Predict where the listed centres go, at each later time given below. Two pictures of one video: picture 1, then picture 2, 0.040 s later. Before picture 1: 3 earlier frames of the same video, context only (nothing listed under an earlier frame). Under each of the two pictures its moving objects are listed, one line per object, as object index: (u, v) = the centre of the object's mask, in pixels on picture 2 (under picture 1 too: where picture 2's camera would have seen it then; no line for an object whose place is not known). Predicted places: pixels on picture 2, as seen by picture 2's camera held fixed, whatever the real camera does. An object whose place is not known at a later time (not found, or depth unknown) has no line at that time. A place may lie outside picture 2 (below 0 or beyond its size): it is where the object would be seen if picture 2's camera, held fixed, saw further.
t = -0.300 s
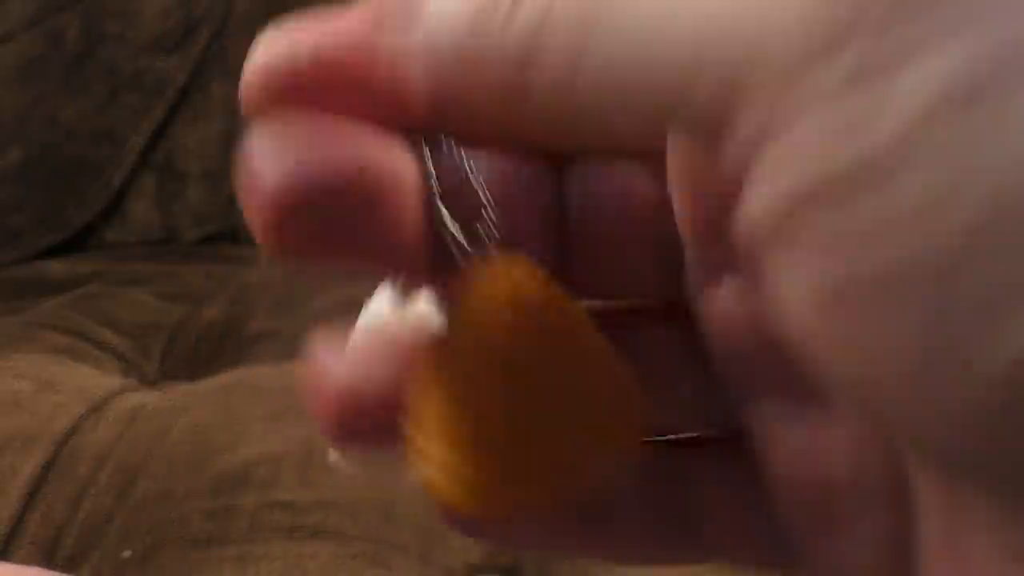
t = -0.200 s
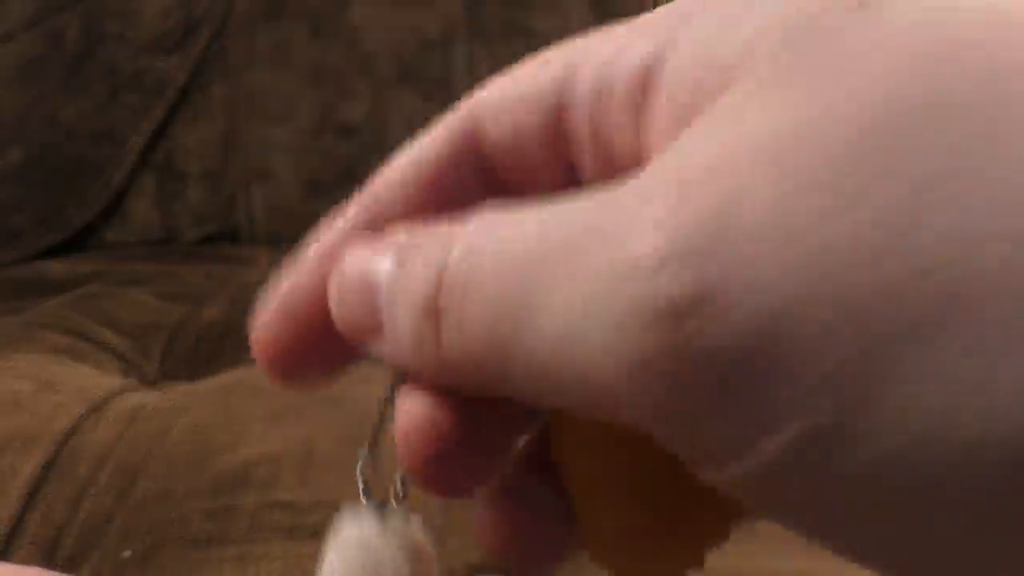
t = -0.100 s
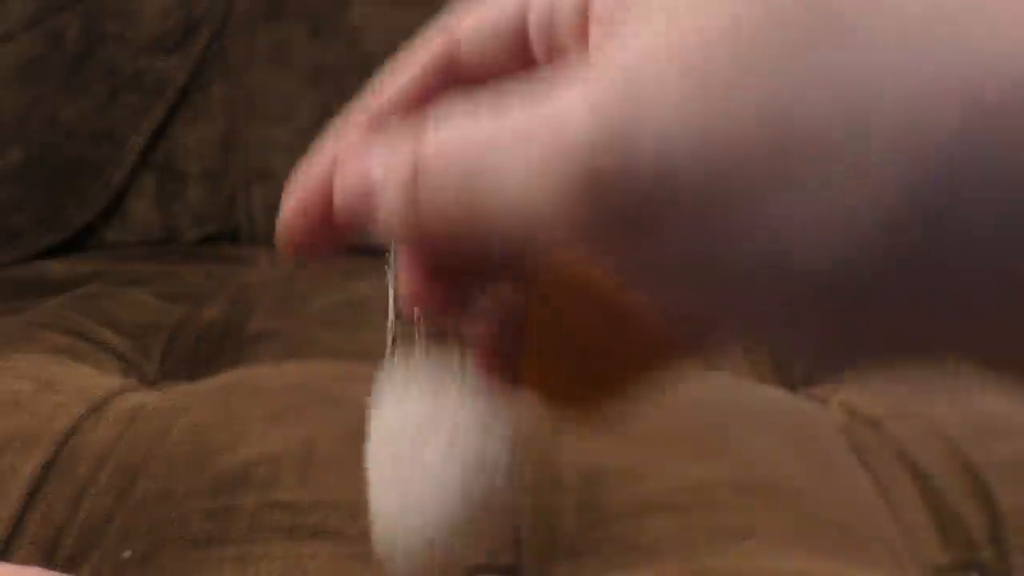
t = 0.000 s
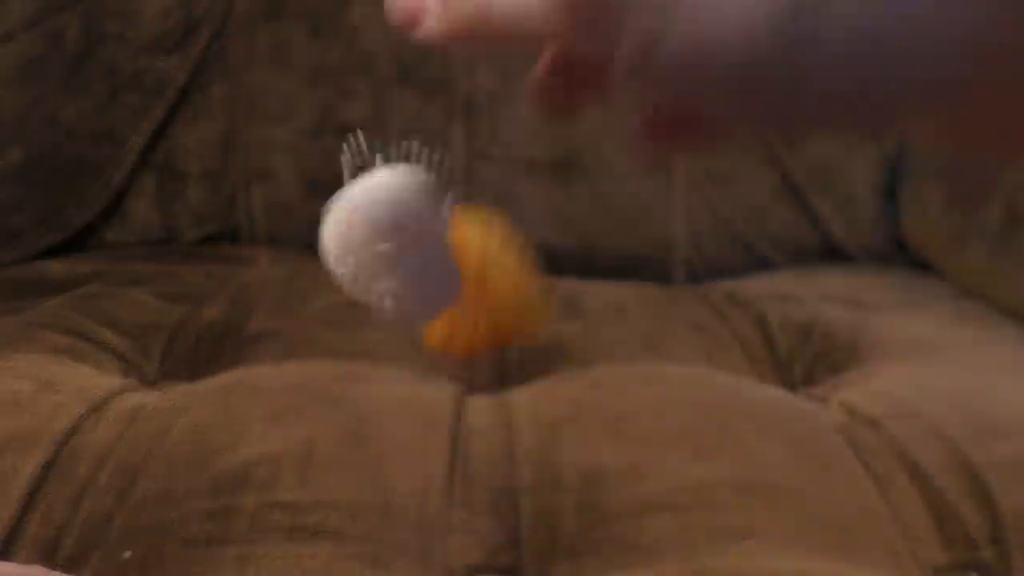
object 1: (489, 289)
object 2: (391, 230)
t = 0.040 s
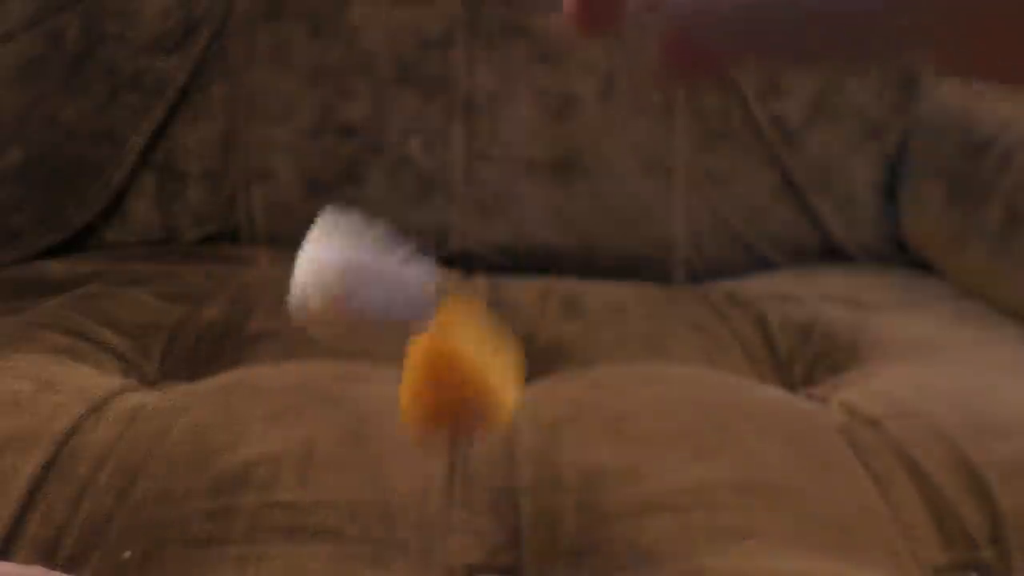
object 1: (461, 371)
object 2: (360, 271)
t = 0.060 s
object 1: (451, 424)
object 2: (349, 316)
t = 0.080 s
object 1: (444, 482)
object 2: (340, 372)
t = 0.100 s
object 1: (451, 462)
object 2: (332, 436)
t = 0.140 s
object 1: (477, 415)
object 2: (337, 477)
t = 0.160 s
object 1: (486, 407)
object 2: (322, 440)
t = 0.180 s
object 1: (494, 419)
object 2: (315, 406)
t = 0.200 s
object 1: (500, 434)
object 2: (313, 390)
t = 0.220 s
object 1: (504, 451)
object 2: (353, 408)
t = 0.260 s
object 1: (504, 457)
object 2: (334, 418)
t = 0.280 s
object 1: (505, 464)
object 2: (341, 452)
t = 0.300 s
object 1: (505, 483)
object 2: (354, 450)
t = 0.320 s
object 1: (502, 487)
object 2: (363, 437)
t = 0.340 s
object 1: (497, 489)
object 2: (373, 432)
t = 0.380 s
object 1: (485, 506)
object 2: (395, 450)
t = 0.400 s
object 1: (477, 513)
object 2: (410, 463)
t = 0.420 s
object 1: (468, 519)
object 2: (417, 443)
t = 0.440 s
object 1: (461, 525)
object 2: (427, 443)
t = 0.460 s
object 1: (458, 526)
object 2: (433, 447)
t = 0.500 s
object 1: (456, 528)
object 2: (430, 448)
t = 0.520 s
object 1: (455, 529)
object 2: (430, 448)
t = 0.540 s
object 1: (455, 530)
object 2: (433, 449)
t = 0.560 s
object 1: (455, 530)
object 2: (435, 449)
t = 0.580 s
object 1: (456, 530)
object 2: (435, 449)
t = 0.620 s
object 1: (458, 530)
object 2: (435, 449)
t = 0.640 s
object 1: (460, 530)
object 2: (435, 450)
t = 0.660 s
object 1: (461, 530)
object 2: (435, 450)
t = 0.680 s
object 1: (462, 530)
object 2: (435, 450)
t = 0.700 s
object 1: (464, 529)
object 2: (435, 450)
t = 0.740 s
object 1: (466, 529)
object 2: (435, 450)
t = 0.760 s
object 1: (467, 529)
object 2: (435, 451)
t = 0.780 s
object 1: (469, 529)
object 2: (435, 451)
